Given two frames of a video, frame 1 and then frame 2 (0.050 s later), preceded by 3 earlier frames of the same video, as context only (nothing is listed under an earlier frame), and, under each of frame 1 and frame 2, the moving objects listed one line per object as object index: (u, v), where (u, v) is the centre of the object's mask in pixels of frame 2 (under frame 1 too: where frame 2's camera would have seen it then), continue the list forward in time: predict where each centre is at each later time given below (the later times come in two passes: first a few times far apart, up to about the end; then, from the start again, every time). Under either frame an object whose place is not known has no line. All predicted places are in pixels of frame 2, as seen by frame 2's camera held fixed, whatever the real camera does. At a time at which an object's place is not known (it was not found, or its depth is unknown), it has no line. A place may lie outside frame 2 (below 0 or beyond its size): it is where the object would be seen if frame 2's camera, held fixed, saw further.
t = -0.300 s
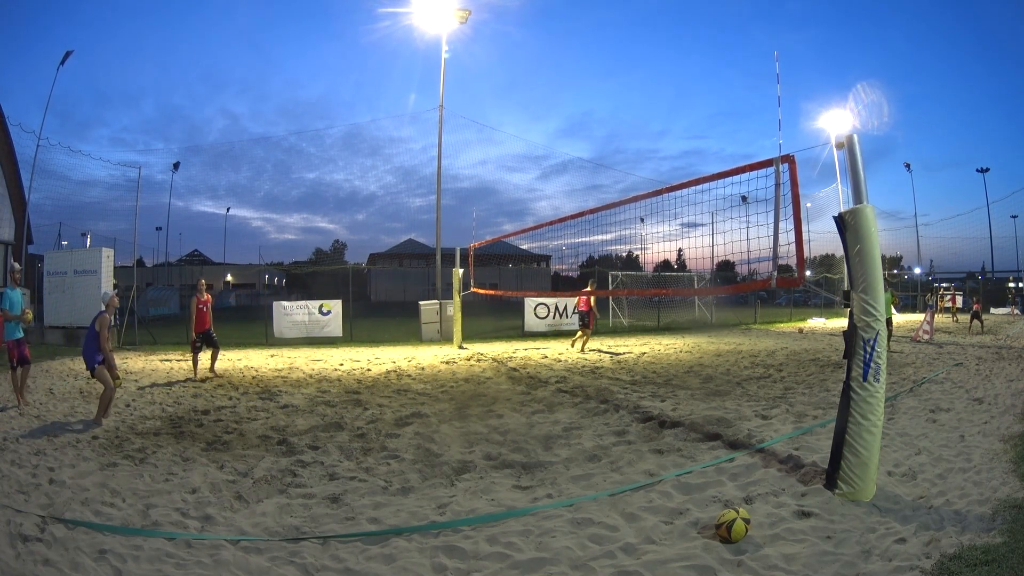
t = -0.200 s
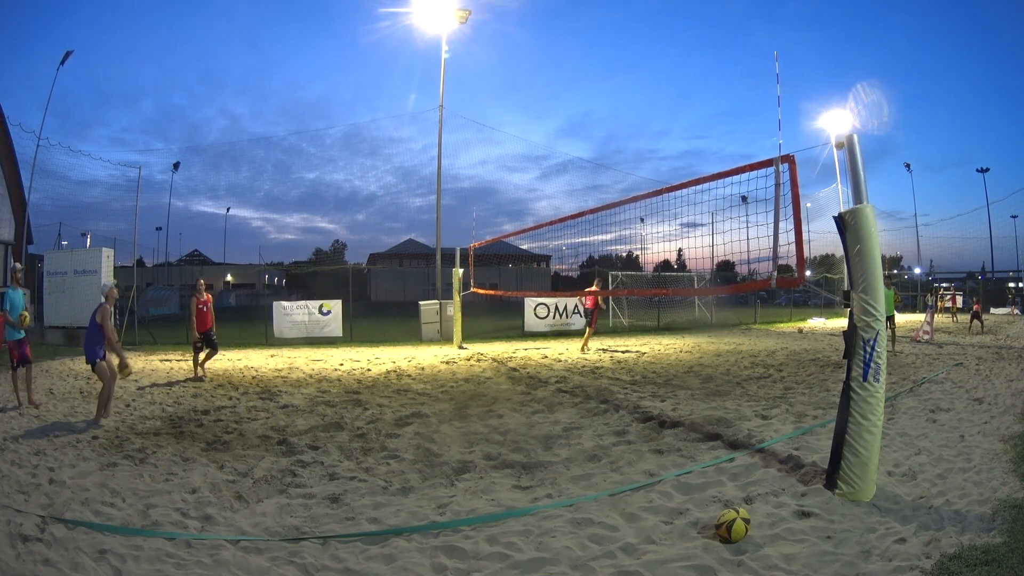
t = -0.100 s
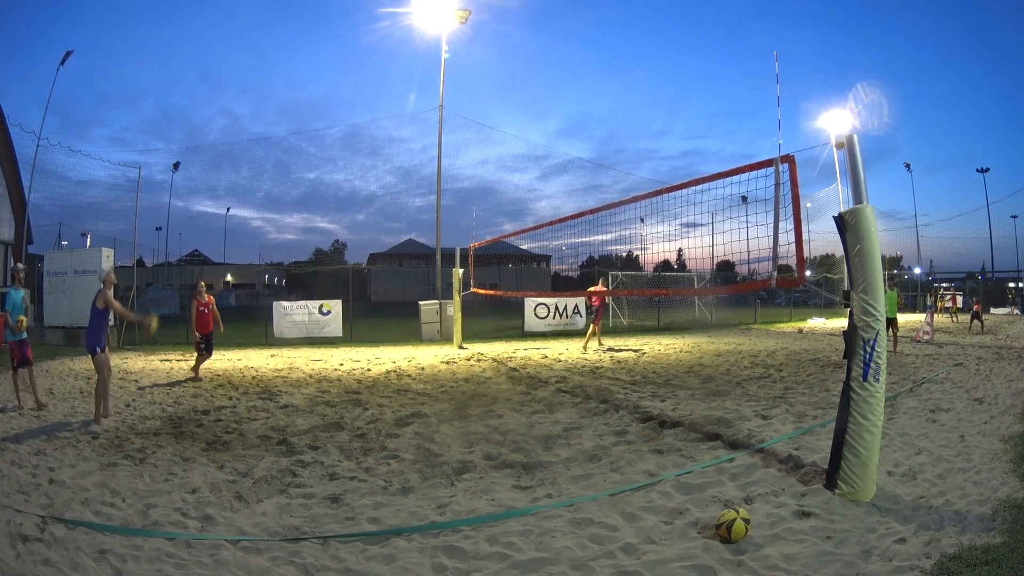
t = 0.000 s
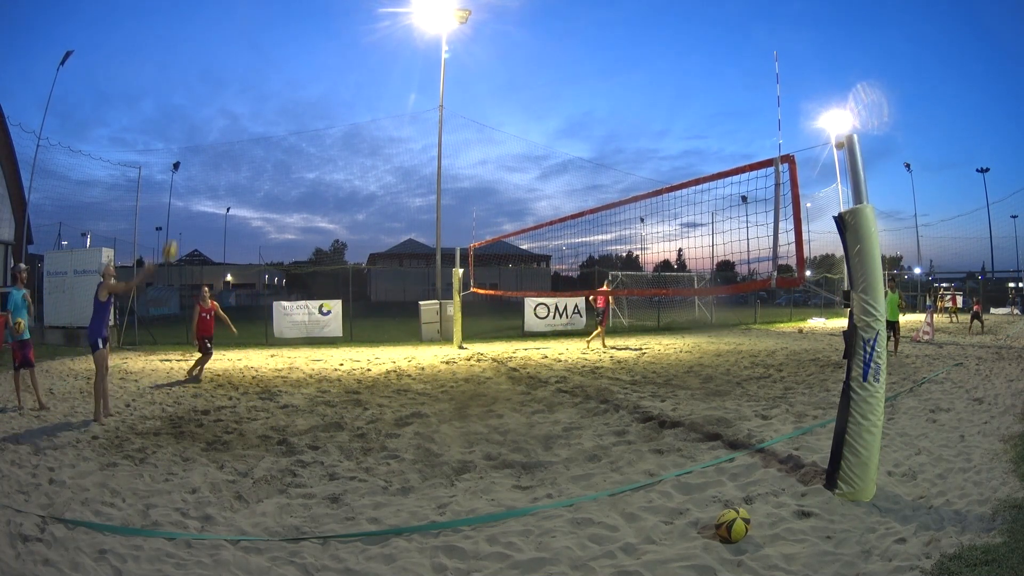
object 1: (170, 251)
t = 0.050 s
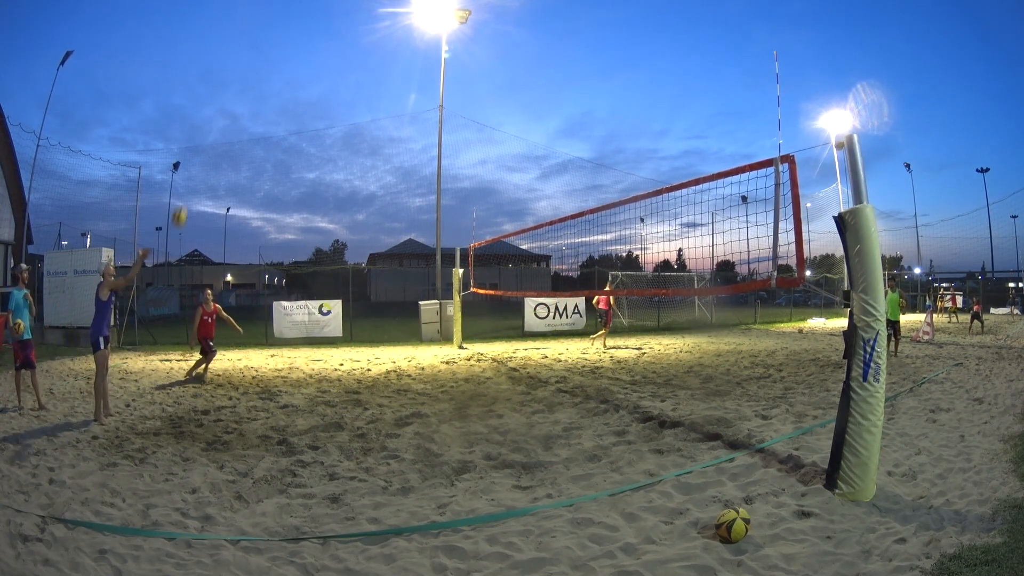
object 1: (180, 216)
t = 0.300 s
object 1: (234, 91)
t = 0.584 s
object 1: (287, 26)
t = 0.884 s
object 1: (326, 17)
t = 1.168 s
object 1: (353, 53)
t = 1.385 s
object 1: (370, 111)
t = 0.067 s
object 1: (183, 206)
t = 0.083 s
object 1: (187, 196)
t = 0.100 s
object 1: (190, 186)
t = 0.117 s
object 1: (194, 176)
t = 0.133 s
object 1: (198, 166)
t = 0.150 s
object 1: (201, 157)
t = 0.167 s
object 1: (205, 149)
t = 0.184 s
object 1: (209, 141)
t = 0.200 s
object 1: (213, 132)
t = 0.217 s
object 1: (216, 125)
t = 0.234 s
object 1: (220, 117)
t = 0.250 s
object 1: (223, 110)
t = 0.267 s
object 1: (227, 104)
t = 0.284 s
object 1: (230, 97)
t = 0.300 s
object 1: (234, 91)
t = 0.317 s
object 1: (238, 85)
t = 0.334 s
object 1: (241, 80)
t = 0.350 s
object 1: (245, 75)
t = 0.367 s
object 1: (248, 70)
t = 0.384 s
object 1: (251, 65)
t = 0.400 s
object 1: (254, 61)
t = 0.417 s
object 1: (258, 57)
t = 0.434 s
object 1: (261, 53)
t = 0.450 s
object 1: (264, 49)
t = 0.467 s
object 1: (267, 45)
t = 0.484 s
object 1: (270, 42)
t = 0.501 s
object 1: (273, 39)
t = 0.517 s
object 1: (276, 36)
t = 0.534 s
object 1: (279, 33)
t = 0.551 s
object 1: (281, 31)
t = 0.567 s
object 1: (284, 29)
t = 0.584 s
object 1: (287, 26)
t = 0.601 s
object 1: (289, 25)
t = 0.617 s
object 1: (292, 23)
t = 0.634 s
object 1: (294, 21)
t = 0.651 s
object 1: (297, 20)
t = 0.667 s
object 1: (299, 19)
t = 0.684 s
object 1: (302, 18)
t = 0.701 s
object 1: (304, 17)
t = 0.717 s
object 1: (306, 16)
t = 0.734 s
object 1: (308, 15)
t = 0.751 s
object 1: (310, 15)
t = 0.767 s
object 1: (312, 15)
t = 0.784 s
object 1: (314, 15)
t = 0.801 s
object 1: (316, 15)
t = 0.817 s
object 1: (318, 15)
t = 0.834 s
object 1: (320, 15)
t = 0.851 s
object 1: (322, 16)
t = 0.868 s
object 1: (324, 16)
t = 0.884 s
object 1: (326, 17)
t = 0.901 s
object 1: (328, 18)
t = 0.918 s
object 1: (329, 19)
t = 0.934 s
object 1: (331, 20)
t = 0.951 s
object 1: (333, 22)
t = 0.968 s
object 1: (335, 23)
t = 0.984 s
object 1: (336, 25)
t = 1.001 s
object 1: (338, 27)
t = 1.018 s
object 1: (340, 28)
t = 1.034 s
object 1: (341, 30)
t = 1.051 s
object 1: (343, 33)
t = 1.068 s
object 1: (344, 35)
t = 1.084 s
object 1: (346, 37)
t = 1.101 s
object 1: (347, 40)
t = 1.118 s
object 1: (349, 43)
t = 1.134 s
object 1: (350, 46)
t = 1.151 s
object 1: (351, 49)
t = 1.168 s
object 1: (353, 53)
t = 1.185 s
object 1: (354, 56)
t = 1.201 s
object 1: (356, 60)
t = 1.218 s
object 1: (357, 64)
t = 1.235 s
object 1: (358, 67)
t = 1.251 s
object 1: (360, 72)
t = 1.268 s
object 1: (361, 76)
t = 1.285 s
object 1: (362, 80)
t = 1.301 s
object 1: (364, 85)
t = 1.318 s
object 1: (365, 90)
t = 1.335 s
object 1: (367, 95)
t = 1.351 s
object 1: (368, 100)
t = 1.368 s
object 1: (369, 106)
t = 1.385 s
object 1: (370, 111)
